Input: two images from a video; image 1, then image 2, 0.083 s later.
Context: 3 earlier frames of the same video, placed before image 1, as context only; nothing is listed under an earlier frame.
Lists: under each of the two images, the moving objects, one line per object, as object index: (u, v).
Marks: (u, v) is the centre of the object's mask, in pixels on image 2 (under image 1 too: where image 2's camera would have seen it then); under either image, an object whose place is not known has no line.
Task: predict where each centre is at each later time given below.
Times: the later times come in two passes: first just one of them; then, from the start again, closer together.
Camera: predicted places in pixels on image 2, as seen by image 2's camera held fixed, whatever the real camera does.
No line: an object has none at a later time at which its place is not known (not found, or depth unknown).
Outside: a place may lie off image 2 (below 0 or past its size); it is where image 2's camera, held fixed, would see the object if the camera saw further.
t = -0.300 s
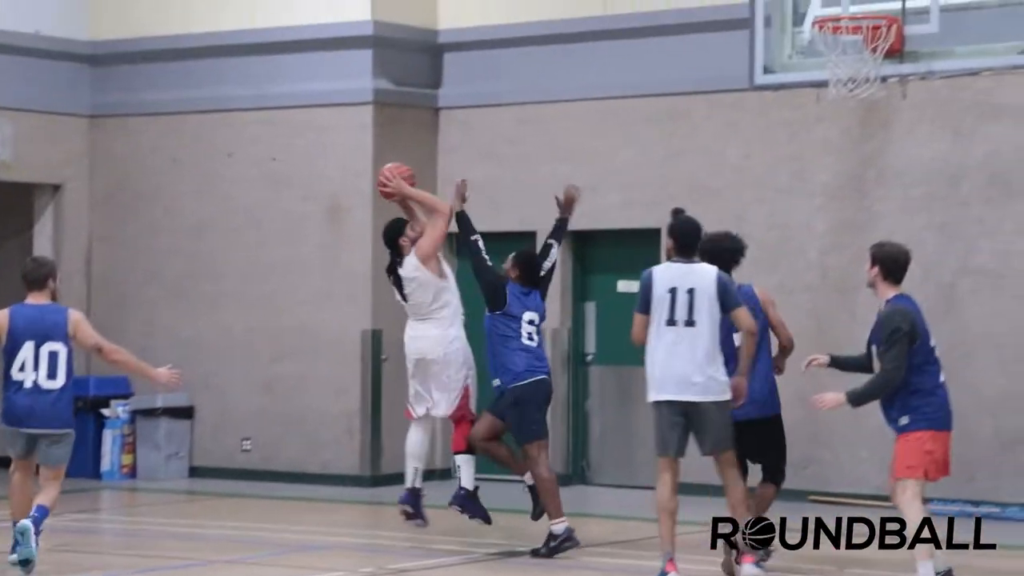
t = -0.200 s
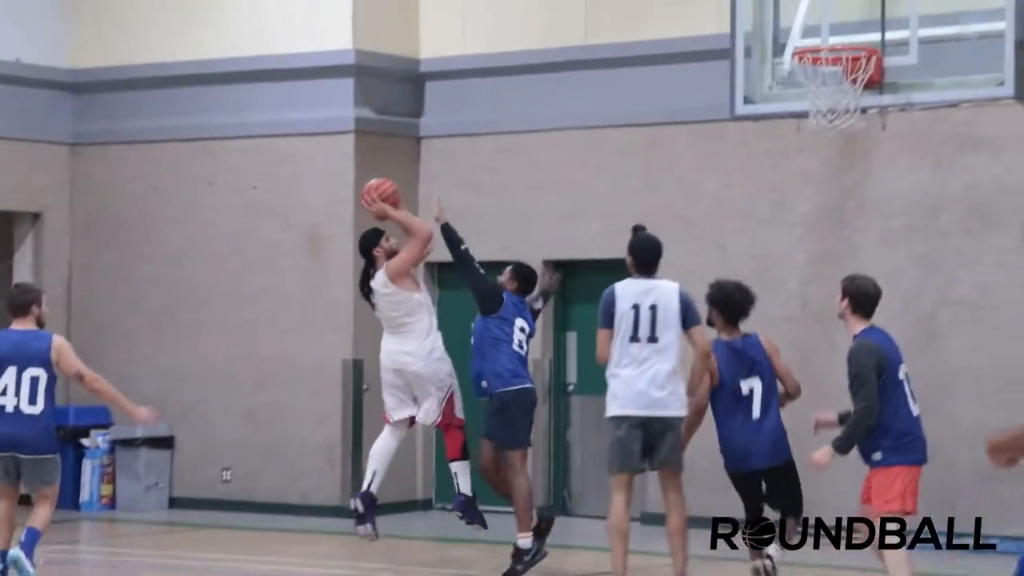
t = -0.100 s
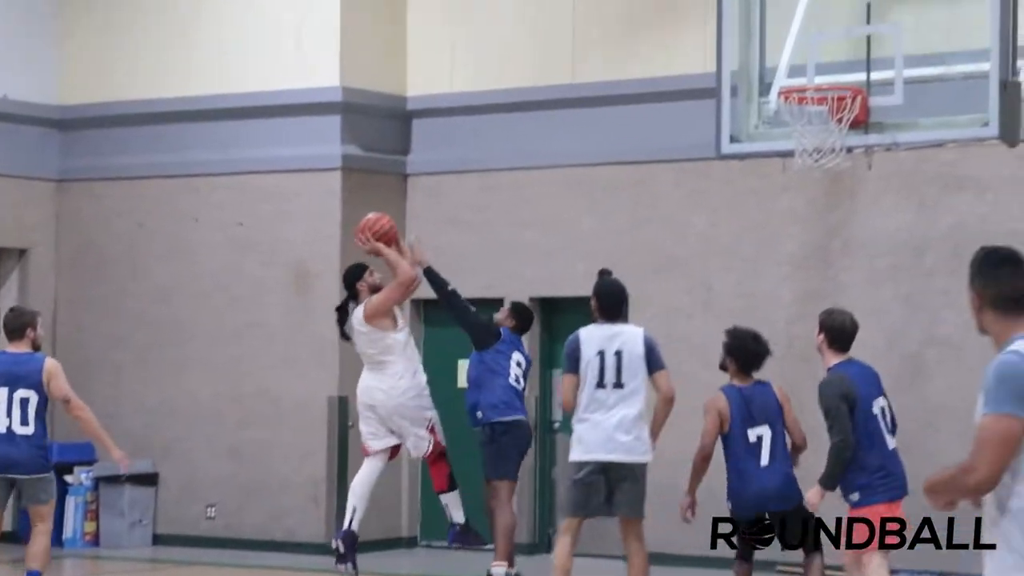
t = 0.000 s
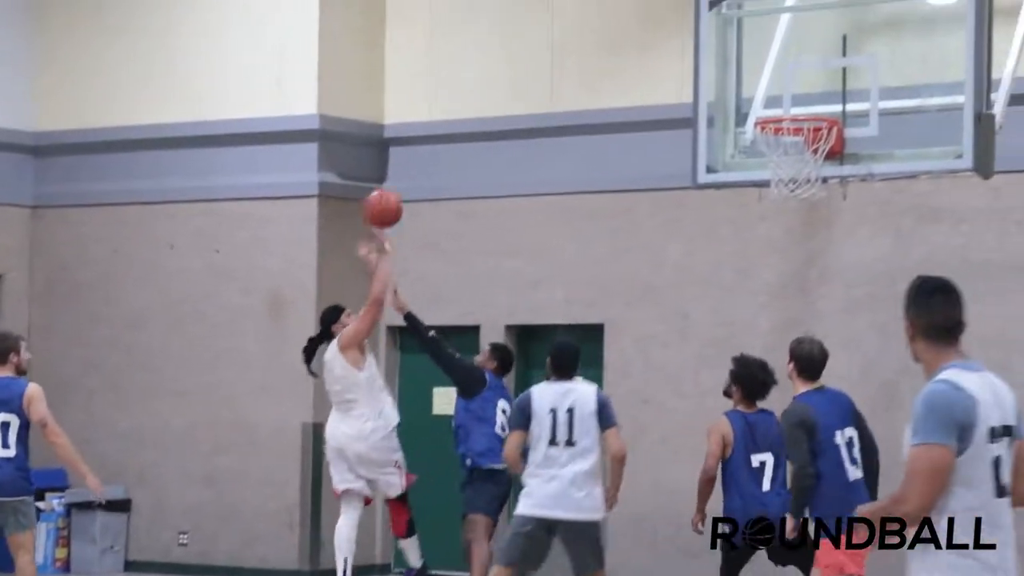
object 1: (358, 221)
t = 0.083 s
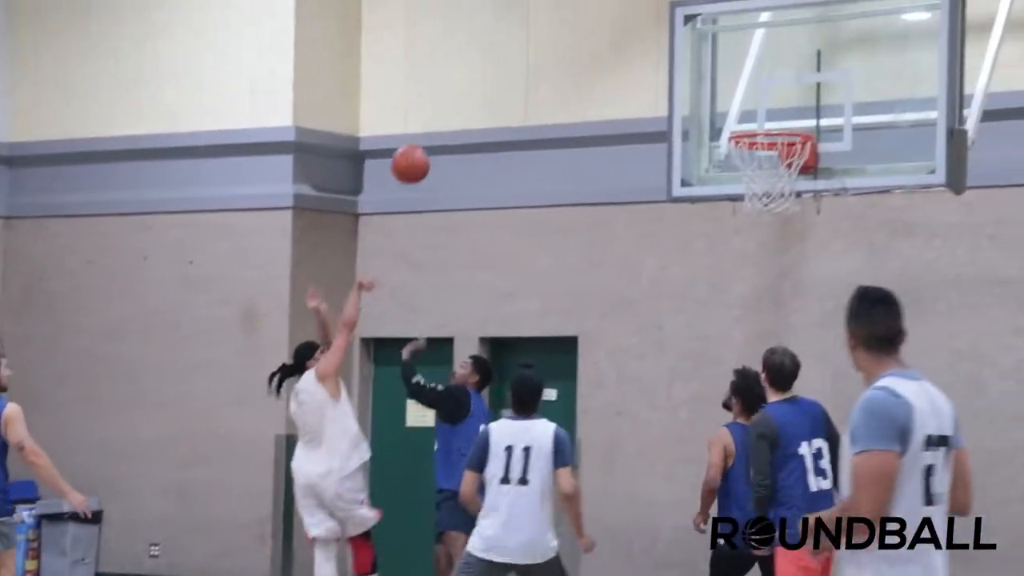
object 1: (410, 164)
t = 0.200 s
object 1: (484, 103)
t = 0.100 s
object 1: (421, 154)
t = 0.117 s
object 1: (432, 145)
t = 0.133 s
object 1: (442, 136)
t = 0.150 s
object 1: (453, 127)
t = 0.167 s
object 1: (463, 119)
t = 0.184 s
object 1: (474, 111)
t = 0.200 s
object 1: (484, 103)
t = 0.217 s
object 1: (495, 96)
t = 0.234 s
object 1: (505, 90)
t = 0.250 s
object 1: (516, 83)
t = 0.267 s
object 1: (526, 78)
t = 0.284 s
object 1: (536, 72)
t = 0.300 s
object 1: (547, 67)
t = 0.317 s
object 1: (557, 63)
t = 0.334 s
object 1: (568, 58)
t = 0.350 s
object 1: (578, 55)
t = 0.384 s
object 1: (599, 48)
